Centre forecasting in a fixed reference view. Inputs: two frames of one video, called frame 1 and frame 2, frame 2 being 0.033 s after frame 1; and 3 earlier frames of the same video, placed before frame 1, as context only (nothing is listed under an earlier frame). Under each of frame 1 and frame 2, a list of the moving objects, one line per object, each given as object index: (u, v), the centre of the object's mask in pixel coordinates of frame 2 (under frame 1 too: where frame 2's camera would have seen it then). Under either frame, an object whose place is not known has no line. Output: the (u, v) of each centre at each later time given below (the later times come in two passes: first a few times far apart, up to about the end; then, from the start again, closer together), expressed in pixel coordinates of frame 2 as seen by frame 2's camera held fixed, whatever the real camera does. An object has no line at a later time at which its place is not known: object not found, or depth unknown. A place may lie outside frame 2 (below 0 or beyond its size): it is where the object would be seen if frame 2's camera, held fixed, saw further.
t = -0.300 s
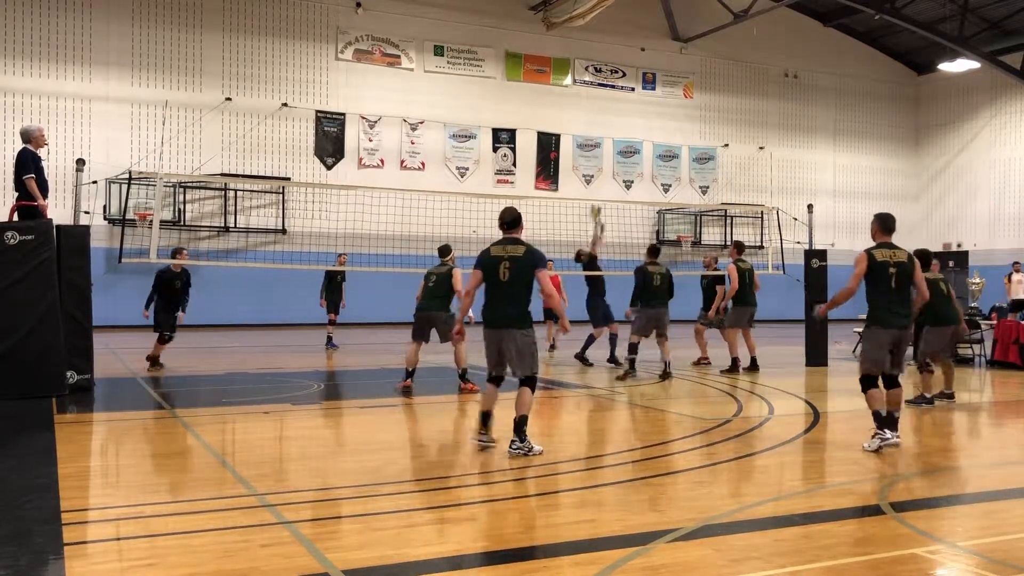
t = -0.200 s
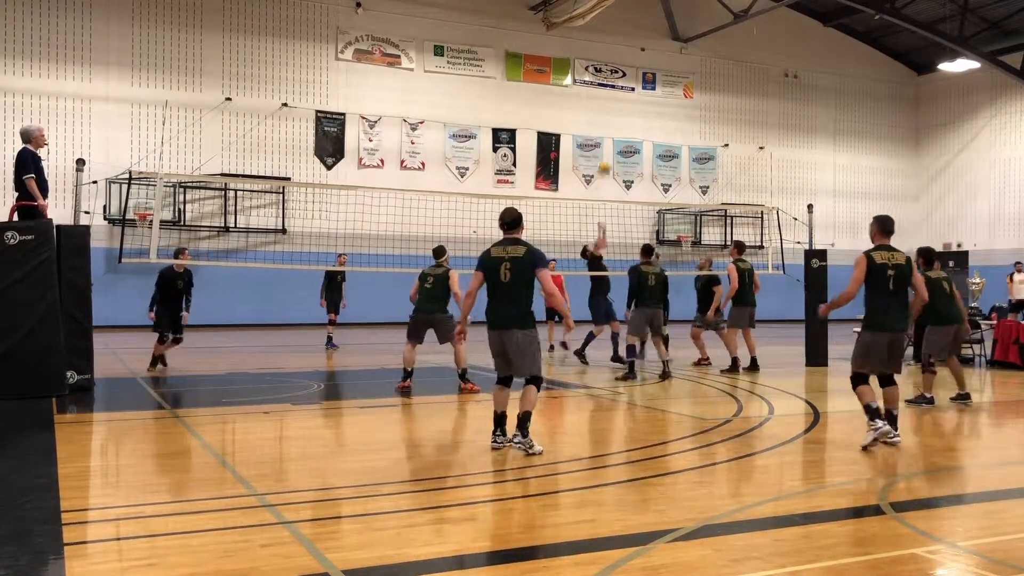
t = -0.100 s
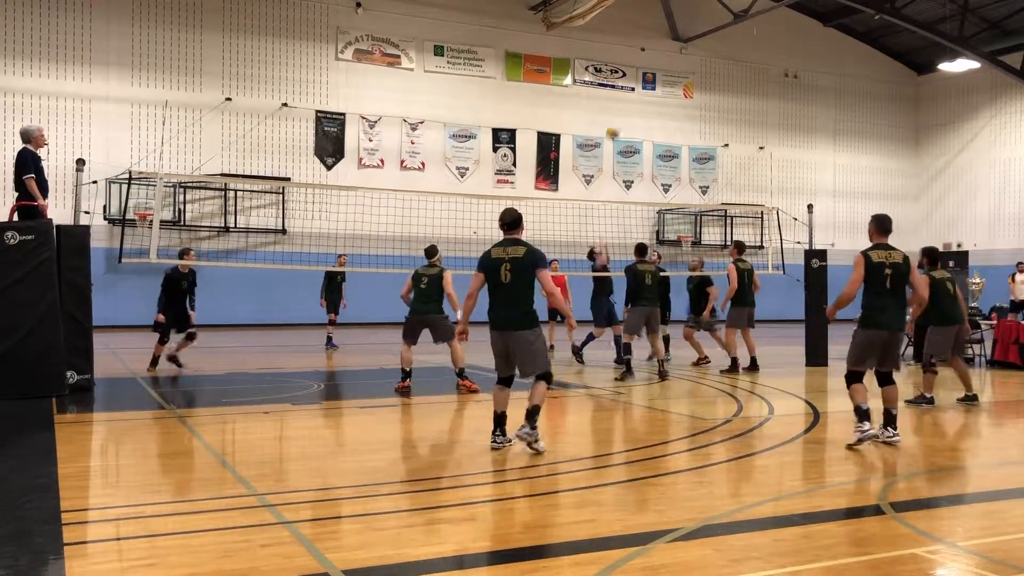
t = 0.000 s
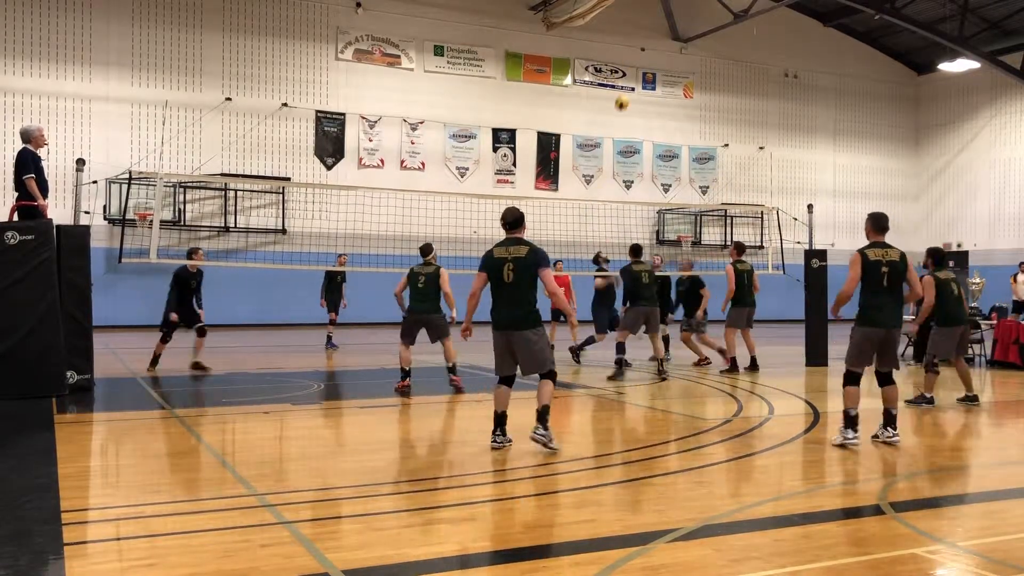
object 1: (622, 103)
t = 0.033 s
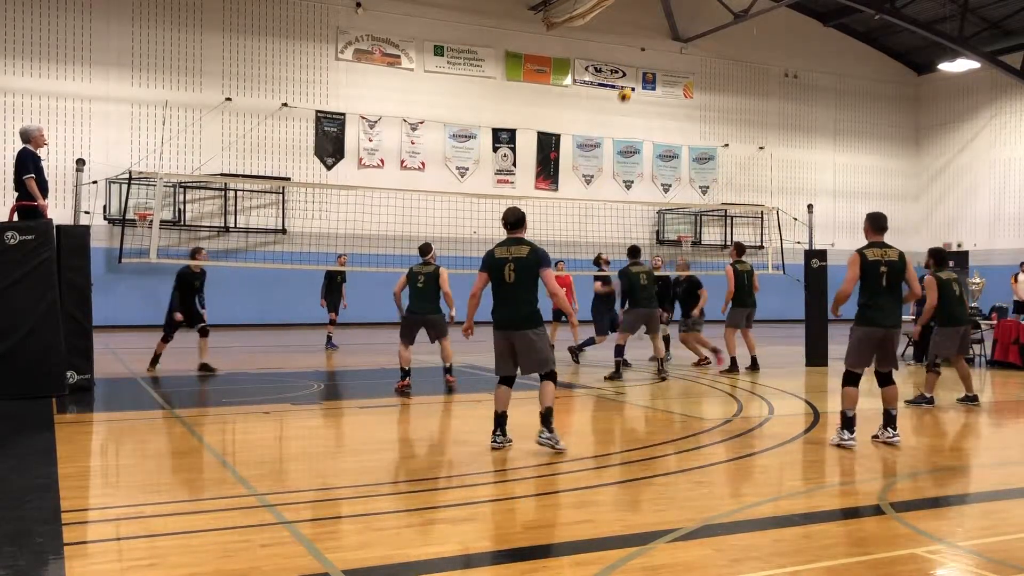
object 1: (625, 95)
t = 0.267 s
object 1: (644, 57)
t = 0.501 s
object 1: (662, 55)
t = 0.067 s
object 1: (627, 87)
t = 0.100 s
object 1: (630, 81)
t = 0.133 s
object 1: (633, 75)
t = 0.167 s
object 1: (635, 70)
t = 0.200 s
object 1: (639, 62)
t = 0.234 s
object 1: (641, 59)
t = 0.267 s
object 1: (644, 57)
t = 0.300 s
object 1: (646, 53)
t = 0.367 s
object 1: (653, 52)
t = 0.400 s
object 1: (655, 52)
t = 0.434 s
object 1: (657, 52)
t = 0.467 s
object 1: (660, 53)
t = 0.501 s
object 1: (662, 55)
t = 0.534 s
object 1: (665, 57)
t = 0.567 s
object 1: (668, 59)
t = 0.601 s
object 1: (670, 62)
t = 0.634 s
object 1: (673, 67)
